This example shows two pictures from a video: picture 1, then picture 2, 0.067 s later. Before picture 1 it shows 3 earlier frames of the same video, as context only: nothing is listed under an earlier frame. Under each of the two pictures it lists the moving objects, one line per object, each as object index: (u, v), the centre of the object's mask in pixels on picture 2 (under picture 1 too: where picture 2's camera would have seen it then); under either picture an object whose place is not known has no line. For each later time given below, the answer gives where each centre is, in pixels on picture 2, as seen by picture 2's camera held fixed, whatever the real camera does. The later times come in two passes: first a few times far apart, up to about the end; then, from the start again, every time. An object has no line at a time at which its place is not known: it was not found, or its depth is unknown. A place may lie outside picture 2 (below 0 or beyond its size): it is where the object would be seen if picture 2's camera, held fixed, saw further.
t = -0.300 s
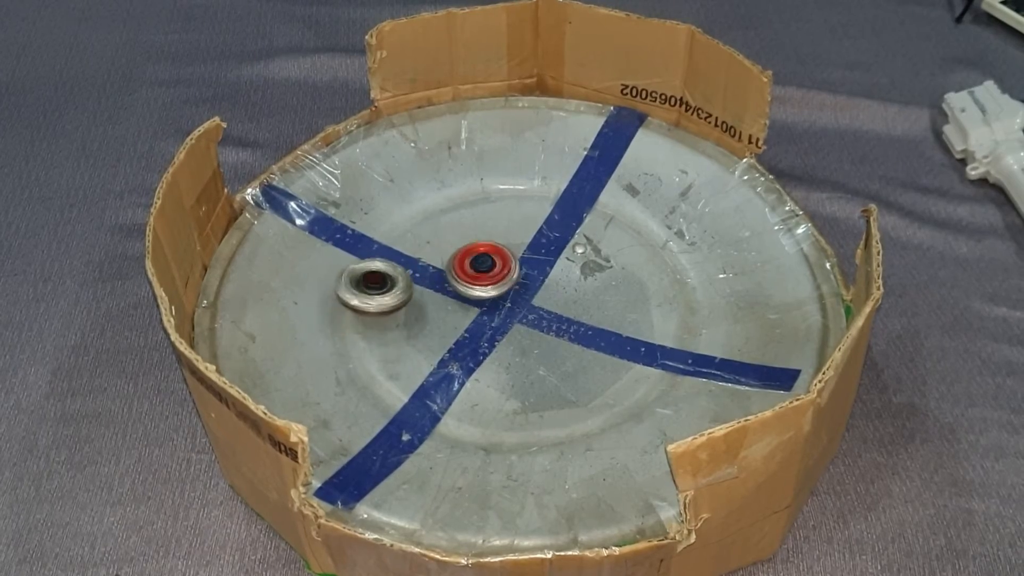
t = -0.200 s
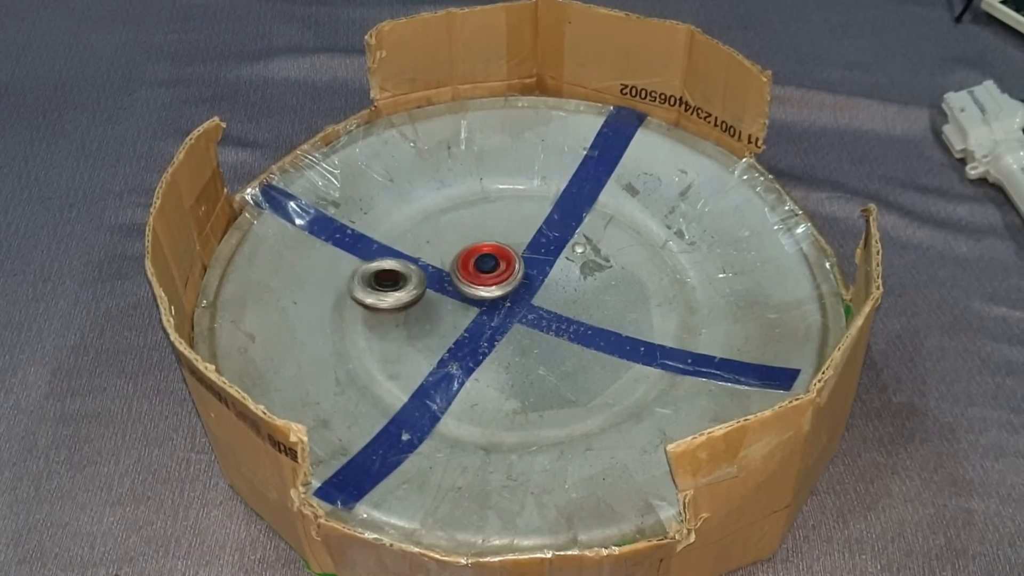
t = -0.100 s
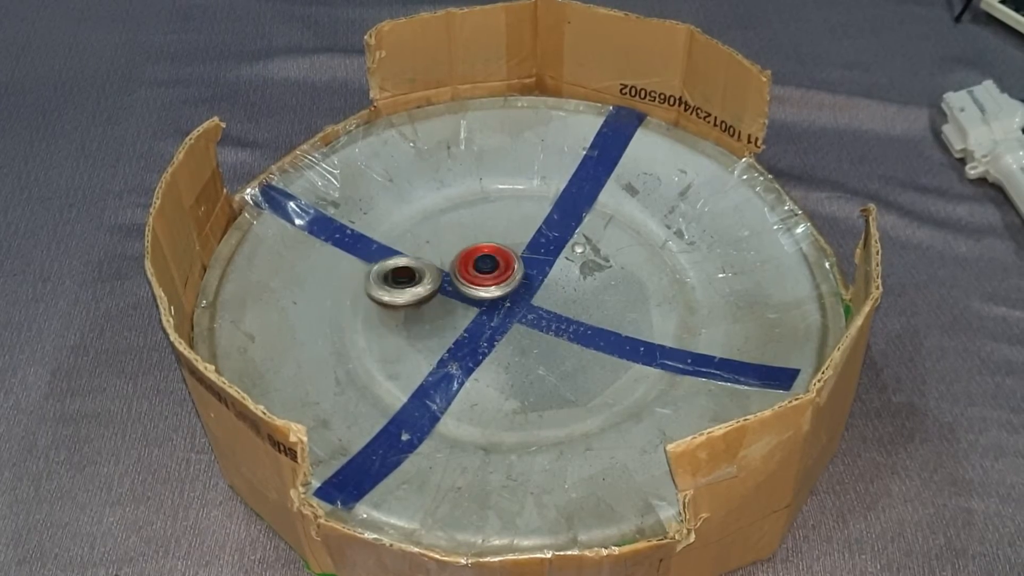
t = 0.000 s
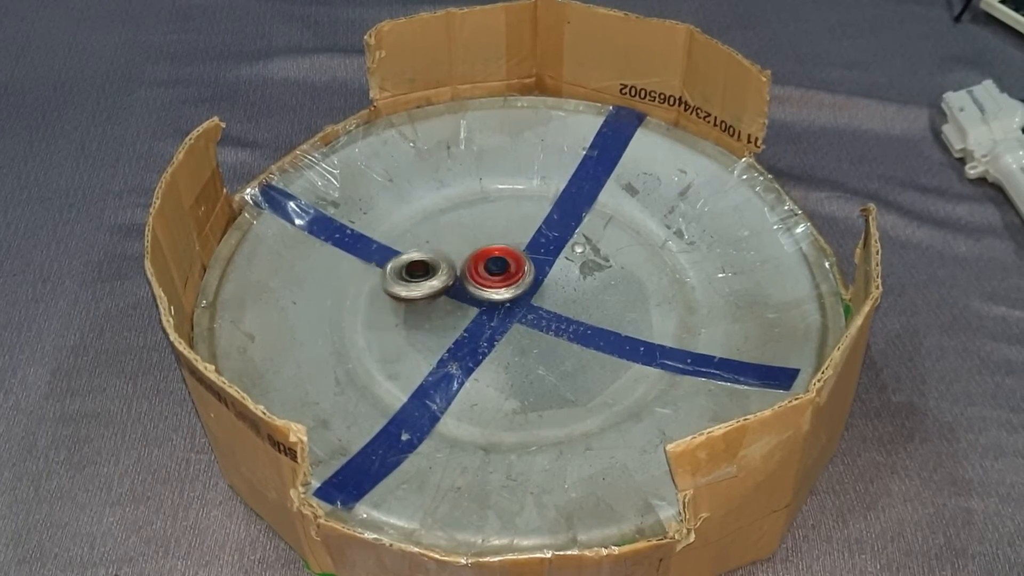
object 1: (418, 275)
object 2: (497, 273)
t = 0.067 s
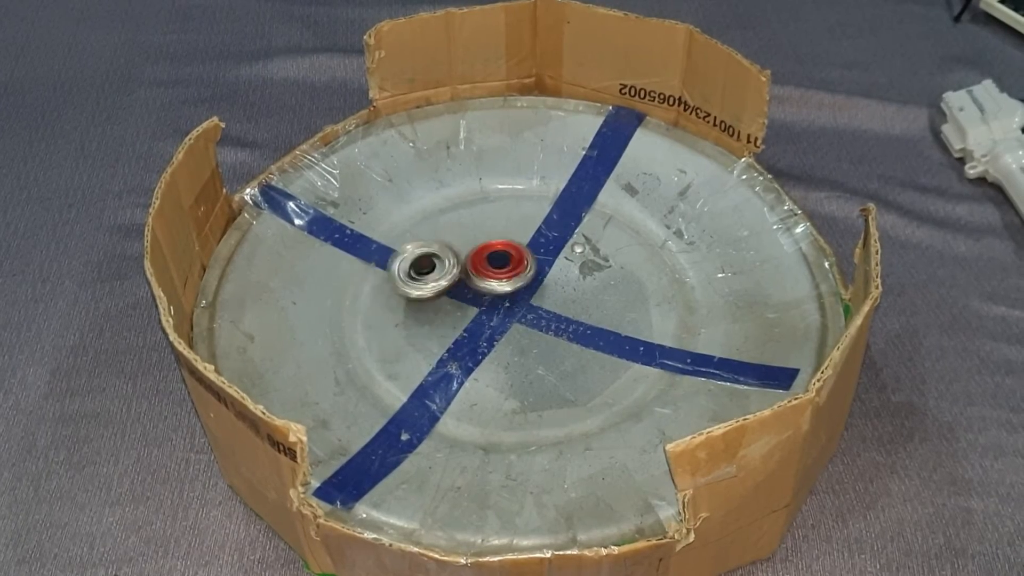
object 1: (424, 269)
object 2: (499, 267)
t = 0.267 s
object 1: (397, 272)
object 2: (485, 258)
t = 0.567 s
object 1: (385, 269)
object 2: (467, 281)
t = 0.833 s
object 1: (388, 273)
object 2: (493, 294)
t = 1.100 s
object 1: (413, 276)
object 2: (498, 288)
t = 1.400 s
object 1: (404, 262)
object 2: (518, 277)
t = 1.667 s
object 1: (409, 252)
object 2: (512, 278)
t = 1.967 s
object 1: (425, 250)
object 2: (520, 283)
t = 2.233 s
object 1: (442, 245)
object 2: (520, 283)
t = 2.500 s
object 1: (457, 242)
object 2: (518, 282)
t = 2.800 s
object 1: (452, 242)
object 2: (513, 280)
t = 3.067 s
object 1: (442, 246)
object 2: (517, 281)
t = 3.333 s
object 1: (442, 256)
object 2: (520, 281)
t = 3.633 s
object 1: (444, 259)
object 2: (518, 282)
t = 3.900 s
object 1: (436, 258)
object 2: (517, 282)
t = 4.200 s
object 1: (441, 258)
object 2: (513, 281)
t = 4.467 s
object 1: (424, 255)
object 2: (520, 279)
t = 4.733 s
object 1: (418, 260)
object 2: (516, 287)
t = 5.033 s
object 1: (434, 261)
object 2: (510, 299)
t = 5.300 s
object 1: (446, 253)
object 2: (512, 306)
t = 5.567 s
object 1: (447, 245)
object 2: (516, 308)
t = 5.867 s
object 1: (448, 250)
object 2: (527, 310)
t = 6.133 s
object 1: (457, 255)
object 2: (533, 304)
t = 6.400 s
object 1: (467, 252)
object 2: (530, 306)
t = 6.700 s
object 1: (474, 254)
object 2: (530, 306)
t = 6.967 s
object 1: (474, 256)
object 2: (530, 308)
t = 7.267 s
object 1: (469, 258)
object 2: (529, 308)
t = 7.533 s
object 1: (472, 263)
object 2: (531, 308)
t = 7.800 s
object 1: (469, 258)
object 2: (532, 306)
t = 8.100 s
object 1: (470, 259)
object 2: (526, 308)
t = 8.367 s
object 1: (474, 259)
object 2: (528, 308)
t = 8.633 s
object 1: (473, 259)
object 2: (529, 305)
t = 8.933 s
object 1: (476, 259)
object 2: (530, 307)
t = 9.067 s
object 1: (477, 256)
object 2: (530, 309)
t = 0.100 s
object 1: (413, 274)
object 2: (506, 263)
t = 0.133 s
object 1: (407, 277)
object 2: (504, 261)
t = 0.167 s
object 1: (405, 278)
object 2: (501, 259)
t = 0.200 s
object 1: (402, 277)
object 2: (496, 258)
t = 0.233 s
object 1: (400, 274)
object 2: (490, 258)
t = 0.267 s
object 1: (397, 272)
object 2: (485, 258)
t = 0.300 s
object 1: (394, 272)
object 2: (482, 259)
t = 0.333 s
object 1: (393, 271)
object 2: (478, 261)
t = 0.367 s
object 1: (391, 270)
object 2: (474, 264)
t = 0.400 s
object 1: (390, 270)
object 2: (471, 266)
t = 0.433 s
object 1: (389, 269)
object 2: (469, 269)
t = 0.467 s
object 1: (388, 268)
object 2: (467, 272)
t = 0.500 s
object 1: (388, 269)
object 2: (465, 275)
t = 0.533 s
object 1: (388, 269)
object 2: (465, 278)
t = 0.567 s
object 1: (385, 269)
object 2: (467, 281)
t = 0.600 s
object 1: (383, 270)
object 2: (470, 284)
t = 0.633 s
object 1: (383, 269)
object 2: (473, 286)
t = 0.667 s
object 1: (383, 270)
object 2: (476, 289)
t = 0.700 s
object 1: (383, 271)
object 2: (481, 292)
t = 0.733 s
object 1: (383, 271)
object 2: (486, 292)
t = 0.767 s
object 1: (385, 271)
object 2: (489, 293)
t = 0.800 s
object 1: (386, 273)
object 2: (491, 294)
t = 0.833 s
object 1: (388, 273)
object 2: (493, 294)
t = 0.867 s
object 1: (390, 274)
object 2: (494, 296)
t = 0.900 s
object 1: (392, 275)
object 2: (497, 297)
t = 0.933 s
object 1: (395, 276)
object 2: (500, 296)
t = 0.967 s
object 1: (399, 276)
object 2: (501, 293)
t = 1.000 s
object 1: (402, 277)
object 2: (501, 290)
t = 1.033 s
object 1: (405, 276)
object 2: (500, 288)
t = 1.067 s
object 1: (409, 276)
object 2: (499, 287)
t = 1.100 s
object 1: (413, 276)
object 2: (498, 288)
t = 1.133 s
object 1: (416, 275)
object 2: (498, 287)
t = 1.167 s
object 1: (420, 274)
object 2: (498, 287)
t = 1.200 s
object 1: (420, 273)
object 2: (500, 286)
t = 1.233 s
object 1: (410, 272)
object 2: (508, 284)
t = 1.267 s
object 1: (406, 271)
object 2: (511, 284)
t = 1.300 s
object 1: (405, 270)
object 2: (514, 282)
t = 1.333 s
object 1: (405, 267)
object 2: (517, 280)
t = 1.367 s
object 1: (405, 265)
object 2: (518, 279)
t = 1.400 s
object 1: (404, 262)
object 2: (518, 277)
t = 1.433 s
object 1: (405, 261)
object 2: (516, 275)
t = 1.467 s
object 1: (405, 260)
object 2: (515, 274)
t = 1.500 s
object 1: (405, 258)
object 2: (514, 274)
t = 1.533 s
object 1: (405, 258)
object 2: (512, 276)
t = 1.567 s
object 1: (405, 256)
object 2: (512, 277)
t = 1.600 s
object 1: (408, 255)
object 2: (513, 277)
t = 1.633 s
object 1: (409, 253)
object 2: (512, 278)
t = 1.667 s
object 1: (409, 252)
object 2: (512, 278)
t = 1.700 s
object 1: (410, 252)
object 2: (512, 279)
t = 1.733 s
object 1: (412, 252)
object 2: (513, 280)
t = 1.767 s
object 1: (414, 251)
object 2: (515, 281)
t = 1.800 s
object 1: (416, 251)
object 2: (517, 282)
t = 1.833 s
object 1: (418, 250)
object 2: (520, 283)
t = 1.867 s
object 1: (420, 250)
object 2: (521, 282)
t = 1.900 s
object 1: (421, 250)
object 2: (521, 283)
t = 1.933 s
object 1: (423, 250)
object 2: (521, 283)
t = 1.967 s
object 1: (425, 250)
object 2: (520, 283)
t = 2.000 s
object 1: (427, 249)
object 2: (522, 284)
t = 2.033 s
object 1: (429, 250)
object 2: (522, 283)
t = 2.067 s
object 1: (432, 249)
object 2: (521, 283)
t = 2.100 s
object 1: (435, 249)
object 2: (522, 283)
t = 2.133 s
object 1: (436, 248)
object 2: (521, 283)
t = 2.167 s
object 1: (439, 248)
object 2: (522, 284)
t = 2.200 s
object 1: (440, 246)
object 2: (521, 283)
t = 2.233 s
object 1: (442, 245)
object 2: (520, 283)
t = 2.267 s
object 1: (445, 245)
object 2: (521, 283)
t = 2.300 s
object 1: (447, 244)
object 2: (521, 283)
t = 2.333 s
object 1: (449, 243)
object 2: (520, 283)
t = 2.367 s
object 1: (453, 243)
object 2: (518, 282)
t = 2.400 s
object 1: (454, 243)
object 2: (517, 282)
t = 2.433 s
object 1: (456, 243)
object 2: (516, 281)
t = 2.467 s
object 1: (457, 243)
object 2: (515, 282)
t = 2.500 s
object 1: (457, 242)
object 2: (518, 282)
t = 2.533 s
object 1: (457, 241)
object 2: (519, 282)
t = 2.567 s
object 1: (456, 241)
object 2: (518, 282)
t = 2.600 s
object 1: (455, 240)
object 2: (516, 281)
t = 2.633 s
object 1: (455, 240)
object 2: (514, 281)
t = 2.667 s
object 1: (455, 240)
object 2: (514, 281)
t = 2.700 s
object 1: (454, 240)
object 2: (514, 281)
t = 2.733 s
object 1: (454, 241)
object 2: (515, 281)
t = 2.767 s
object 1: (453, 242)
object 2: (513, 281)
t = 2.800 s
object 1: (452, 242)
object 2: (513, 280)
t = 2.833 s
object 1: (450, 243)
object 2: (512, 280)
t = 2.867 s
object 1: (450, 245)
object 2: (512, 281)
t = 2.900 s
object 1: (445, 242)
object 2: (516, 281)
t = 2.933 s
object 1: (442, 243)
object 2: (517, 281)
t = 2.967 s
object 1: (442, 243)
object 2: (517, 281)
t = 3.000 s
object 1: (442, 243)
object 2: (516, 281)
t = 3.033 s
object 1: (441, 244)
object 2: (517, 281)
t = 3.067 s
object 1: (442, 246)
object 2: (517, 281)
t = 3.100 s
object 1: (441, 247)
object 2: (517, 281)
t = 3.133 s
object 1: (442, 248)
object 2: (517, 281)
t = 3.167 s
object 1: (440, 249)
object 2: (517, 282)
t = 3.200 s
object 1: (442, 251)
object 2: (517, 281)
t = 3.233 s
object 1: (443, 253)
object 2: (517, 282)
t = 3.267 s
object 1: (444, 254)
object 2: (517, 282)
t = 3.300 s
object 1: (446, 256)
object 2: (517, 282)
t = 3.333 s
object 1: (442, 256)
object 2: (520, 281)
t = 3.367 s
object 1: (442, 257)
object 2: (518, 282)
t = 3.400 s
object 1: (443, 257)
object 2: (517, 281)
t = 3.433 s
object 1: (443, 258)
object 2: (517, 282)
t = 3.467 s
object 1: (444, 258)
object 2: (518, 281)
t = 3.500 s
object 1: (445, 259)
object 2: (517, 282)
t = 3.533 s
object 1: (443, 259)
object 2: (517, 281)
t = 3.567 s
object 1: (445, 259)
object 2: (516, 282)
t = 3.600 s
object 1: (444, 259)
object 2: (517, 282)
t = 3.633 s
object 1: (444, 259)
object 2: (518, 282)
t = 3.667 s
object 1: (443, 259)
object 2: (517, 281)
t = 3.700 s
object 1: (440, 259)
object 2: (516, 281)
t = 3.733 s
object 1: (440, 260)
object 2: (517, 281)
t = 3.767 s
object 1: (439, 259)
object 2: (516, 281)
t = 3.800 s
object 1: (438, 259)
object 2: (516, 281)
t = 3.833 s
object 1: (436, 259)
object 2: (517, 282)
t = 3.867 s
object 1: (436, 259)
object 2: (517, 281)
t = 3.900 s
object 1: (436, 258)
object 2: (517, 282)
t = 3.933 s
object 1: (436, 258)
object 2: (515, 281)
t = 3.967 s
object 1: (436, 257)
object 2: (516, 282)
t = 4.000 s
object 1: (436, 258)
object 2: (516, 281)
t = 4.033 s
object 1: (436, 257)
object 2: (517, 281)
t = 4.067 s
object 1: (437, 258)
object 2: (515, 281)
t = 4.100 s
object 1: (438, 258)
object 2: (516, 281)
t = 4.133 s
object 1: (439, 258)
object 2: (514, 281)
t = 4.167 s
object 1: (440, 258)
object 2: (515, 281)
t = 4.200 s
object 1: (441, 258)
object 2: (513, 281)
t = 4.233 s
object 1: (442, 258)
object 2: (514, 280)
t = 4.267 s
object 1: (434, 257)
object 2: (520, 282)
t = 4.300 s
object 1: (431, 257)
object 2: (520, 280)
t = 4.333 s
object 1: (430, 256)
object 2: (522, 279)
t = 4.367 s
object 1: (428, 256)
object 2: (522, 279)
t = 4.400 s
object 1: (427, 255)
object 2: (522, 279)
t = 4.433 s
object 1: (425, 256)
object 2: (521, 278)
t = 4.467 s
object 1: (424, 255)
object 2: (520, 279)
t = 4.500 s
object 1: (422, 255)
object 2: (519, 279)
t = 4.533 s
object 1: (421, 256)
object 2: (519, 280)
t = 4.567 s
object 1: (419, 256)
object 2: (516, 281)
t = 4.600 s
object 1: (418, 257)
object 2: (517, 282)
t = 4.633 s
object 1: (417, 257)
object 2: (518, 284)
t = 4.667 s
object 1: (417, 259)
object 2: (517, 284)
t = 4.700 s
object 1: (417, 259)
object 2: (516, 286)
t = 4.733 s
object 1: (418, 260)
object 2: (516, 287)
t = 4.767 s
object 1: (419, 260)
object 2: (516, 288)
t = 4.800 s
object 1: (421, 261)
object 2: (516, 290)
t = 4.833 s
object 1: (422, 262)
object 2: (514, 292)
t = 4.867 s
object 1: (424, 262)
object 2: (512, 292)
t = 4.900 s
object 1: (425, 262)
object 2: (511, 293)
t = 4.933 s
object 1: (428, 262)
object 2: (510, 295)
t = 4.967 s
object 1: (429, 263)
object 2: (510, 296)
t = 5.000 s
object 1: (433, 263)
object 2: (510, 298)
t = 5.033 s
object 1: (434, 261)
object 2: (510, 299)
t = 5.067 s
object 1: (436, 261)
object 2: (510, 300)
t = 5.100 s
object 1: (437, 260)
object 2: (510, 301)
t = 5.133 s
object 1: (440, 259)
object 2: (510, 302)
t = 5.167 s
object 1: (442, 257)
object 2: (510, 304)
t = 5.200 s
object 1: (443, 256)
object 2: (511, 305)
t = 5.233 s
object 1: (444, 255)
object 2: (511, 306)
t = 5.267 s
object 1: (445, 254)
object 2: (512, 306)
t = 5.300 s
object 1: (446, 253)
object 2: (512, 306)
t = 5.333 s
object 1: (446, 252)
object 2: (512, 307)
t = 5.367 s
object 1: (447, 249)
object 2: (513, 307)
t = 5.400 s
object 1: (446, 248)
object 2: (513, 307)
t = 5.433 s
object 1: (446, 247)
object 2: (513, 306)
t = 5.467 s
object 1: (447, 247)
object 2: (514, 306)
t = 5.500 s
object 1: (447, 246)
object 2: (515, 306)
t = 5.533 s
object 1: (447, 246)
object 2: (516, 307)
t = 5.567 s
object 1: (447, 245)
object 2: (516, 308)
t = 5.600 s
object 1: (447, 245)
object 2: (516, 310)
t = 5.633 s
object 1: (447, 246)
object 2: (517, 312)
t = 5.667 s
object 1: (447, 246)
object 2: (520, 311)
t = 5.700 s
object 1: (448, 246)
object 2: (520, 311)
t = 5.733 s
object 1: (447, 247)
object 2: (520, 310)
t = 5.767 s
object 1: (448, 248)
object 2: (522, 309)
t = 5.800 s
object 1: (447, 248)
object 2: (522, 310)
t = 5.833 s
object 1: (447, 249)
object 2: (525, 309)
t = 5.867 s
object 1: (448, 250)
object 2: (527, 310)
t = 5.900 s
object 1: (448, 250)
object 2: (528, 308)
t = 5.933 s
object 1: (448, 251)
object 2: (532, 308)
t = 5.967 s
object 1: (449, 253)
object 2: (531, 308)
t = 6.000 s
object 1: (451, 253)
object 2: (533, 307)
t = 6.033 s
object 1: (453, 254)
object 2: (534, 306)
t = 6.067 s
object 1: (454, 254)
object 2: (534, 305)
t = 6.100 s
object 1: (455, 254)
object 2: (534, 304)
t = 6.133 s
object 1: (457, 255)
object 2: (533, 304)
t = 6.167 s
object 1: (458, 254)
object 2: (533, 303)
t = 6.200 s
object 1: (460, 255)
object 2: (531, 305)
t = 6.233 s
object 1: (460, 253)
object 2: (529, 305)
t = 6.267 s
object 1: (461, 253)
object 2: (530, 305)
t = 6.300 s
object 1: (462, 253)
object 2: (528, 306)
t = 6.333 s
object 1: (464, 254)
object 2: (529, 306)
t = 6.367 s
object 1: (466, 253)
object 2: (530, 306)
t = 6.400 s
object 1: (467, 252)
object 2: (530, 306)
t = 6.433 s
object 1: (468, 252)
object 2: (531, 307)
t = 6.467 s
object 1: (469, 252)
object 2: (531, 307)
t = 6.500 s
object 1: (470, 251)
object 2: (531, 307)
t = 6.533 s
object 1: (472, 252)
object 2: (532, 306)
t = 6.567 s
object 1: (473, 251)
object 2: (532, 306)
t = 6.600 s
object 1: (473, 252)
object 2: (533, 306)
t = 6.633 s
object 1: (473, 253)
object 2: (532, 307)
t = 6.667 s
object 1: (474, 253)
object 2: (531, 306)
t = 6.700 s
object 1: (474, 254)
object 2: (530, 306)
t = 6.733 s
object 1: (475, 254)
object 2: (528, 306)
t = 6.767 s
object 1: (475, 255)
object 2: (527, 305)
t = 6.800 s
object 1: (476, 255)
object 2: (527, 306)
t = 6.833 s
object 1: (476, 256)
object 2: (525, 307)
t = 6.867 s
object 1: (477, 257)
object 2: (527, 306)
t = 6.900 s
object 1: (477, 257)
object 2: (526, 307)
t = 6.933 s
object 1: (477, 257)
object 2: (528, 307)
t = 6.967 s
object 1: (474, 256)
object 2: (530, 308)
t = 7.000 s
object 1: (473, 258)
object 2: (528, 309)
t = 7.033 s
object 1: (474, 258)
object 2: (529, 308)
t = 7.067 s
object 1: (474, 257)
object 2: (530, 309)
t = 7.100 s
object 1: (472, 258)
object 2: (530, 309)
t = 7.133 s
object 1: (472, 259)
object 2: (530, 308)
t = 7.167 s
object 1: (472, 259)
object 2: (530, 308)
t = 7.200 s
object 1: (471, 259)
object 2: (529, 308)
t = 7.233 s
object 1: (470, 259)
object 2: (529, 308)
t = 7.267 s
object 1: (469, 258)
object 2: (529, 308)
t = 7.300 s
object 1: (469, 260)
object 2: (528, 308)
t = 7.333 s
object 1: (470, 260)
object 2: (529, 308)
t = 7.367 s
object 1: (471, 261)
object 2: (529, 308)
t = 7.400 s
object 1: (472, 261)
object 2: (528, 308)
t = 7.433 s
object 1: (472, 262)
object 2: (529, 308)
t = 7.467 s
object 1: (473, 263)
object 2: (529, 308)
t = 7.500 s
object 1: (473, 262)
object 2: (529, 308)
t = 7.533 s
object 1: (472, 263)
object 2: (531, 308)
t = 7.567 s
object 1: (471, 263)
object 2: (531, 308)
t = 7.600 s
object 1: (473, 263)
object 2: (532, 308)
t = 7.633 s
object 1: (473, 262)
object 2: (532, 308)
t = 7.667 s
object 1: (471, 261)
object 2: (532, 308)
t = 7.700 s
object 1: (470, 262)
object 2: (532, 307)
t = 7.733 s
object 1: (471, 261)
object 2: (533, 307)
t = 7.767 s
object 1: (470, 260)
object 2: (533, 307)
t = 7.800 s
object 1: (469, 258)
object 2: (532, 306)
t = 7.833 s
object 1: (467, 257)
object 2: (532, 306)
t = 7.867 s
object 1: (467, 258)
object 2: (530, 306)
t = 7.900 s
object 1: (468, 259)
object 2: (529, 305)
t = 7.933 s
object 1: (469, 258)
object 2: (528, 305)
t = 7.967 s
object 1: (469, 258)
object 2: (526, 306)
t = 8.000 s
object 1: (468, 258)
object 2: (525, 307)
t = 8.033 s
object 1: (469, 259)
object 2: (525, 307)
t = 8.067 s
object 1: (470, 259)
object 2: (526, 308)
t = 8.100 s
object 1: (470, 259)
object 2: (526, 308)
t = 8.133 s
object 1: (470, 258)
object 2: (526, 307)
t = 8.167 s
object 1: (471, 258)
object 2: (527, 308)
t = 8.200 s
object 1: (473, 259)
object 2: (526, 307)
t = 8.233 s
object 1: (474, 258)
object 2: (526, 306)
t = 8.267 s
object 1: (473, 258)
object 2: (527, 306)
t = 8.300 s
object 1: (474, 259)
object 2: (526, 306)
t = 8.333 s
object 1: (475, 259)
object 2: (526, 306)
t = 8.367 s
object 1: (474, 259)
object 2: (528, 308)
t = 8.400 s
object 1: (474, 259)
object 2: (527, 307)
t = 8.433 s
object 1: (473, 260)
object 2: (528, 305)
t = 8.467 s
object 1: (474, 260)
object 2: (531, 306)
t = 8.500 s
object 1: (472, 259)
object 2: (529, 307)
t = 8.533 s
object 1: (472, 260)
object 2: (529, 305)
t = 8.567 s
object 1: (472, 259)
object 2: (531, 305)
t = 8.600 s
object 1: (472, 259)
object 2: (529, 307)
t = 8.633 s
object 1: (473, 259)
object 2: (529, 305)
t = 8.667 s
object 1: (473, 259)
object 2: (531, 305)
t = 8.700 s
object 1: (472, 259)
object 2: (530, 307)
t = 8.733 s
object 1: (472, 259)
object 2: (528, 307)
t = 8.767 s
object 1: (472, 258)
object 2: (530, 305)
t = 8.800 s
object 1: (473, 258)
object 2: (532, 307)
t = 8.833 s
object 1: (473, 259)
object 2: (529, 307)
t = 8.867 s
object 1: (474, 260)
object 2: (529, 305)
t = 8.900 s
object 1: (476, 259)
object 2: (532, 306)
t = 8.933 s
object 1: (476, 259)
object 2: (530, 307)
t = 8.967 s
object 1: (477, 259)
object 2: (528, 305)
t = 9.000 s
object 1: (478, 258)
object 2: (531, 304)
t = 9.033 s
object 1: (479, 258)
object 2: (531, 306)
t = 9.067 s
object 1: (477, 256)
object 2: (530, 309)
